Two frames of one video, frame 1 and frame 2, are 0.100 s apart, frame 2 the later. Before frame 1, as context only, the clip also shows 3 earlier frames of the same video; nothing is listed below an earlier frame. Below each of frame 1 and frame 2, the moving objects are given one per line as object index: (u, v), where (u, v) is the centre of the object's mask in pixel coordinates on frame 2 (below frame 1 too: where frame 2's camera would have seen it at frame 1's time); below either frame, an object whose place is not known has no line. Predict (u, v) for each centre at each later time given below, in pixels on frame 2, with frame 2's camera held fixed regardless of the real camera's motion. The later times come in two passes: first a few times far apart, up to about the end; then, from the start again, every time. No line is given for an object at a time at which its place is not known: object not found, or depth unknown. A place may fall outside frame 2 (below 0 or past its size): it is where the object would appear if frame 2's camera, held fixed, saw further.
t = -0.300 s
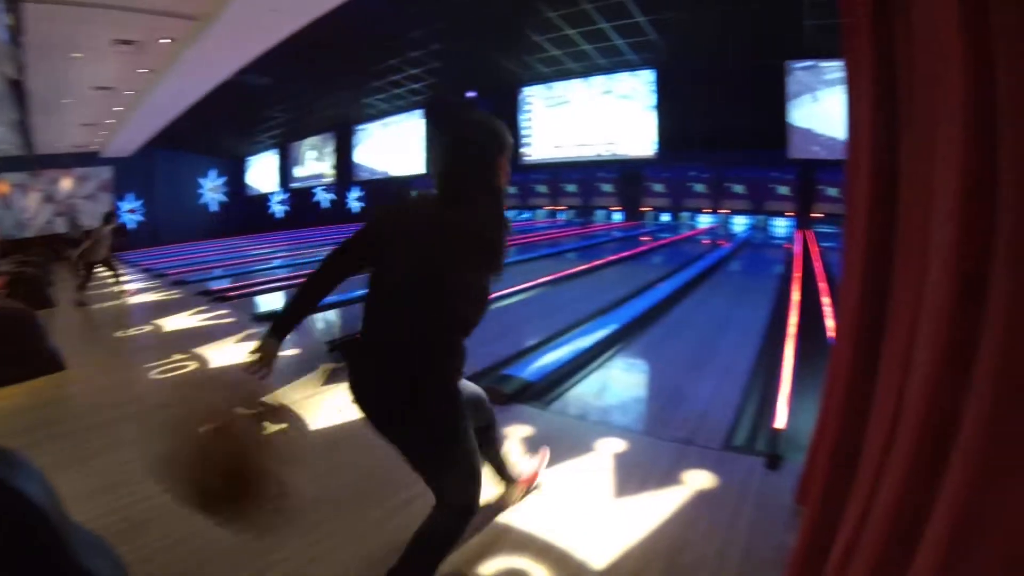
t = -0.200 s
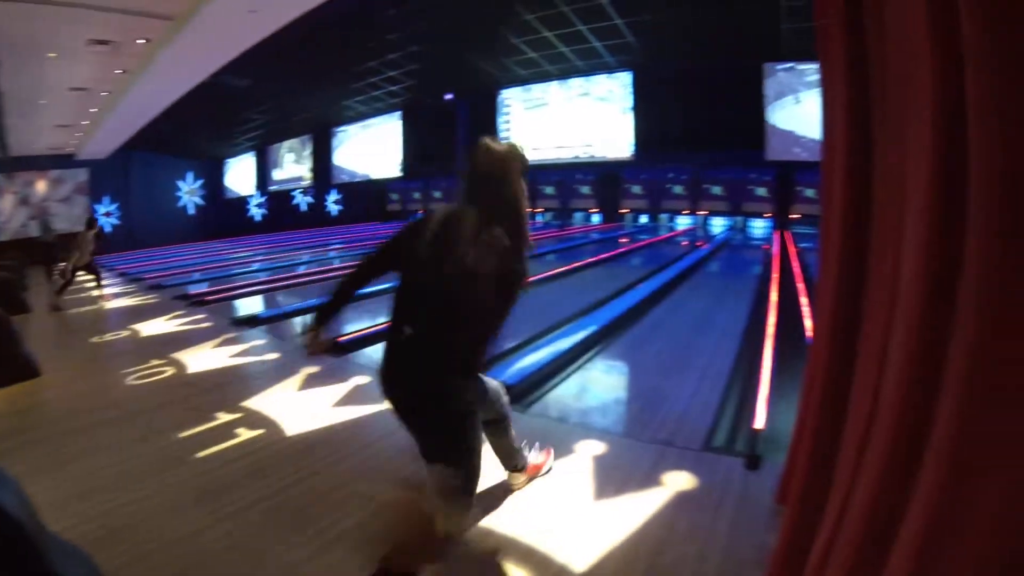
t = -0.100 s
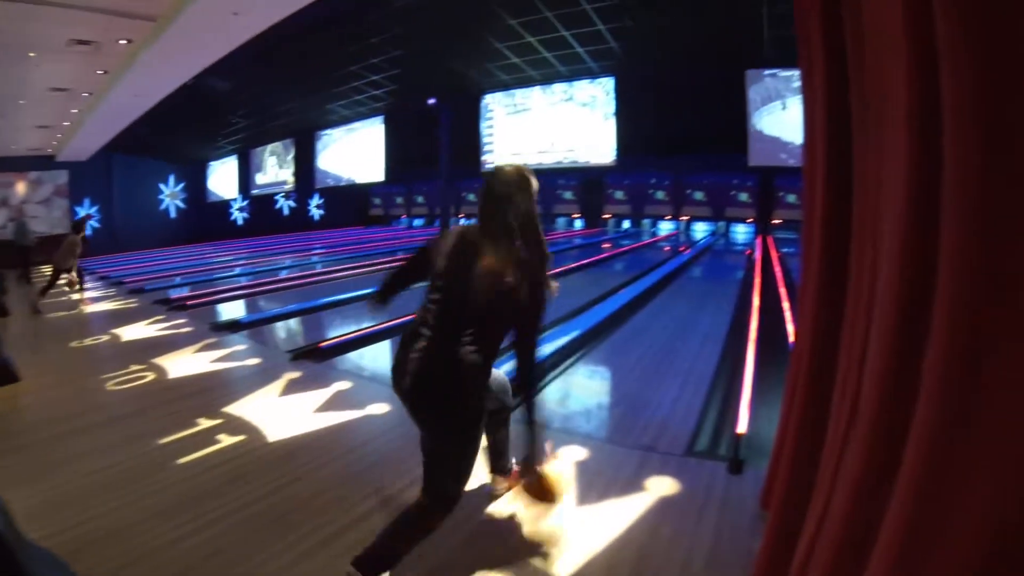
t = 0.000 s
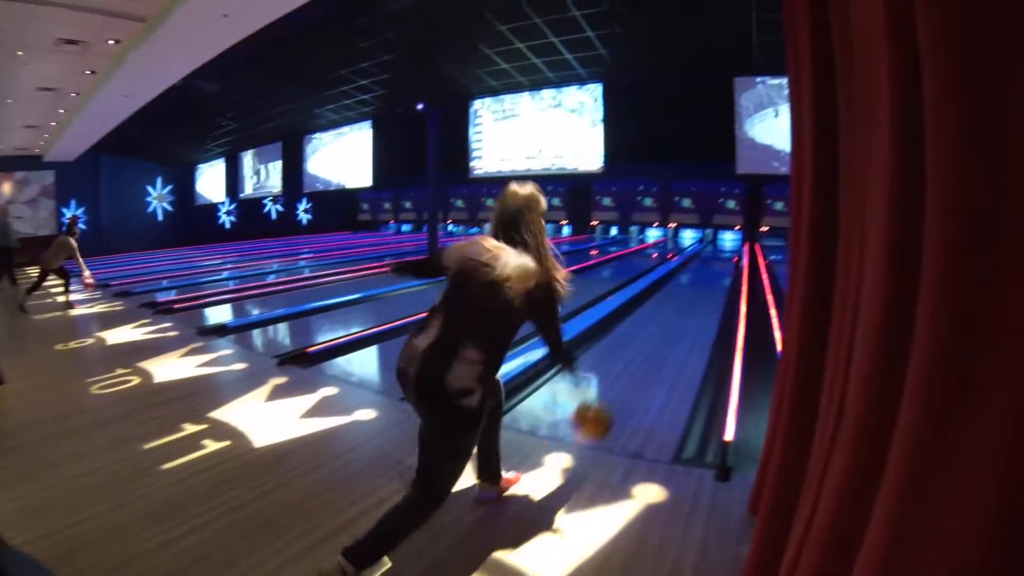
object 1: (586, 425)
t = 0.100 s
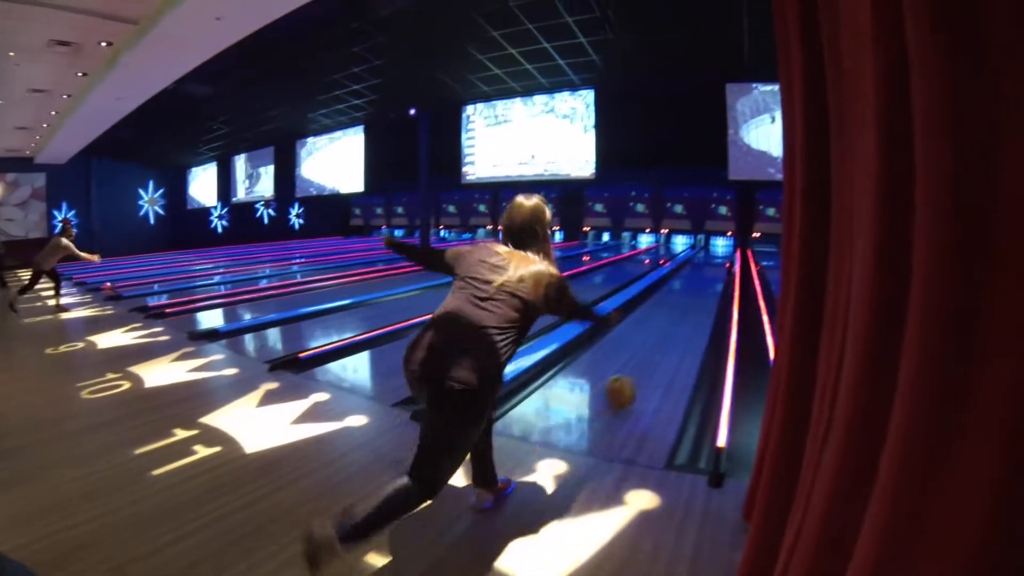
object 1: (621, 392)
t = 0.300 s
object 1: (659, 340)
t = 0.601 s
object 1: (687, 304)
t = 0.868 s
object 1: (700, 287)
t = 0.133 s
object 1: (629, 383)
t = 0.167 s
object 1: (636, 373)
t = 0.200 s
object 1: (643, 363)
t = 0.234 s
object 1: (649, 355)
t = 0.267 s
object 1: (654, 347)
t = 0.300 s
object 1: (659, 340)
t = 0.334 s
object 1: (663, 334)
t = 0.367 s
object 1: (667, 329)
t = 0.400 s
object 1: (670, 325)
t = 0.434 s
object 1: (674, 321)
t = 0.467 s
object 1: (677, 317)
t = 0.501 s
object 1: (680, 313)
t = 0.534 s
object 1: (683, 310)
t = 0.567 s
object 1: (685, 308)
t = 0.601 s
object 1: (687, 304)
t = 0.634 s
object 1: (689, 301)
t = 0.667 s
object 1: (691, 298)
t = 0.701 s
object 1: (693, 296)
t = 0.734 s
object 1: (693, 295)
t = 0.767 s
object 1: (695, 293)
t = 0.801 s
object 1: (697, 291)
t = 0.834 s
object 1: (698, 289)
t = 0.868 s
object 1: (700, 287)
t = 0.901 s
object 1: (701, 286)
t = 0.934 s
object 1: (702, 284)
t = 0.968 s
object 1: (703, 283)
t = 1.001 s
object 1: (704, 281)
